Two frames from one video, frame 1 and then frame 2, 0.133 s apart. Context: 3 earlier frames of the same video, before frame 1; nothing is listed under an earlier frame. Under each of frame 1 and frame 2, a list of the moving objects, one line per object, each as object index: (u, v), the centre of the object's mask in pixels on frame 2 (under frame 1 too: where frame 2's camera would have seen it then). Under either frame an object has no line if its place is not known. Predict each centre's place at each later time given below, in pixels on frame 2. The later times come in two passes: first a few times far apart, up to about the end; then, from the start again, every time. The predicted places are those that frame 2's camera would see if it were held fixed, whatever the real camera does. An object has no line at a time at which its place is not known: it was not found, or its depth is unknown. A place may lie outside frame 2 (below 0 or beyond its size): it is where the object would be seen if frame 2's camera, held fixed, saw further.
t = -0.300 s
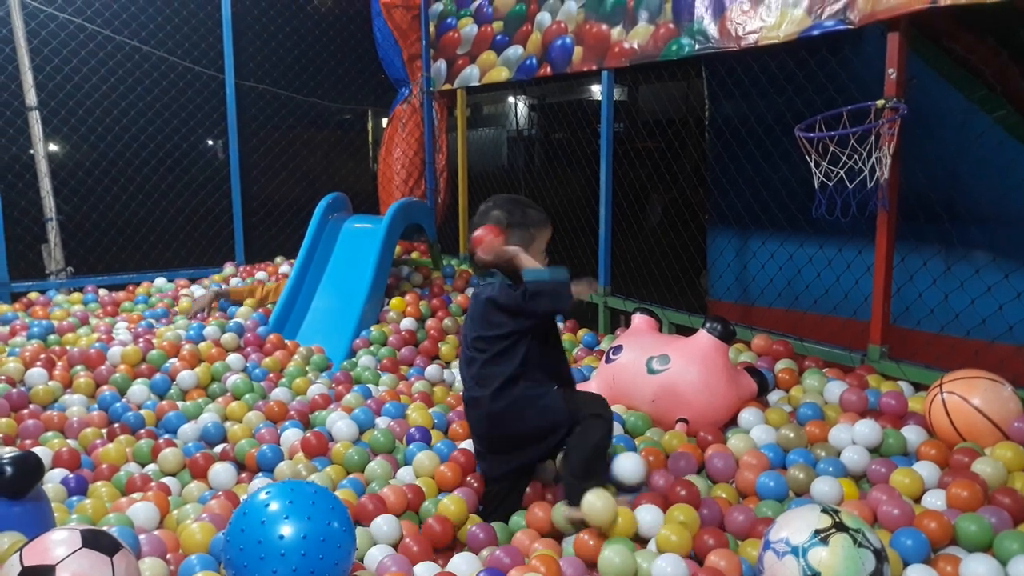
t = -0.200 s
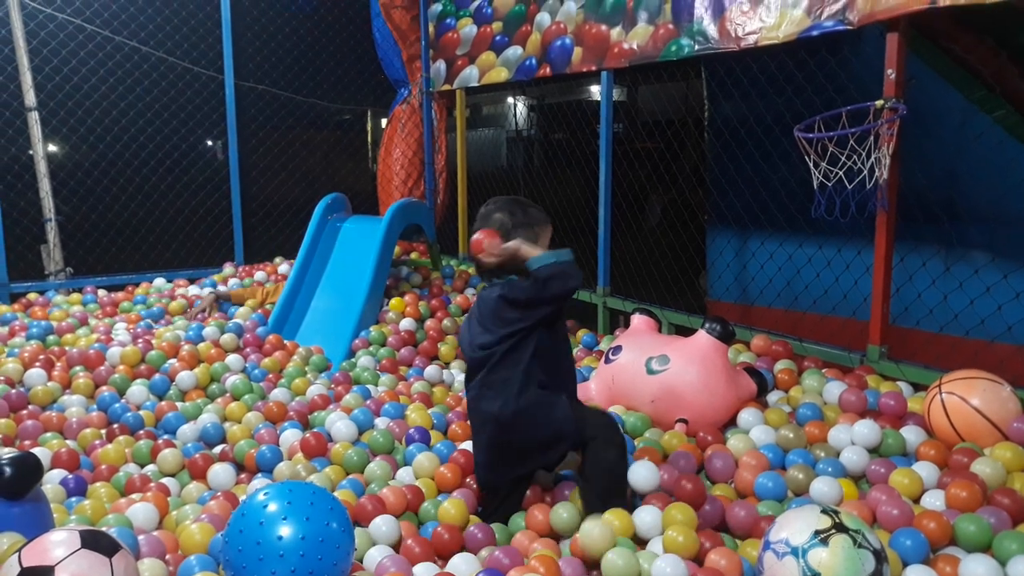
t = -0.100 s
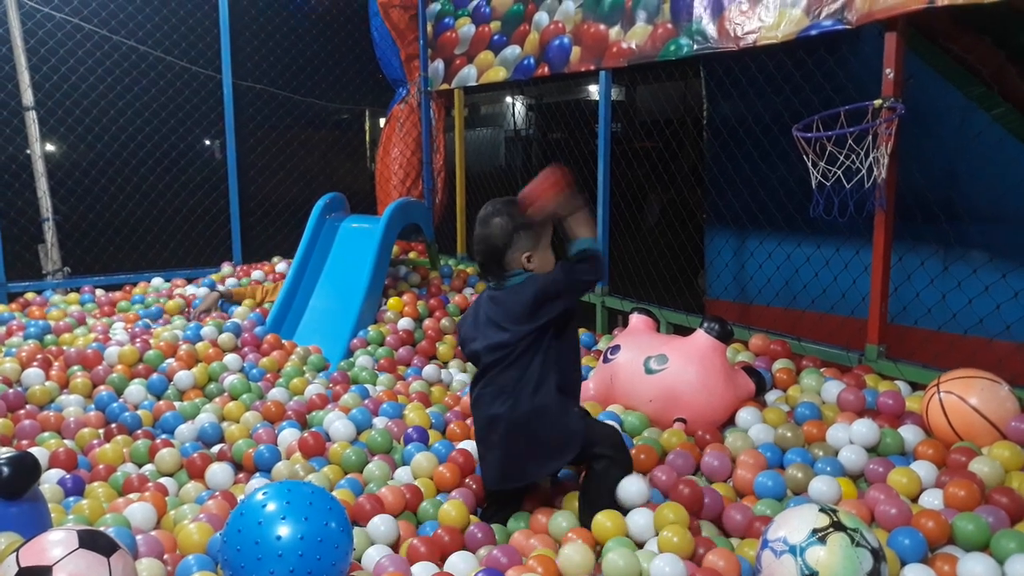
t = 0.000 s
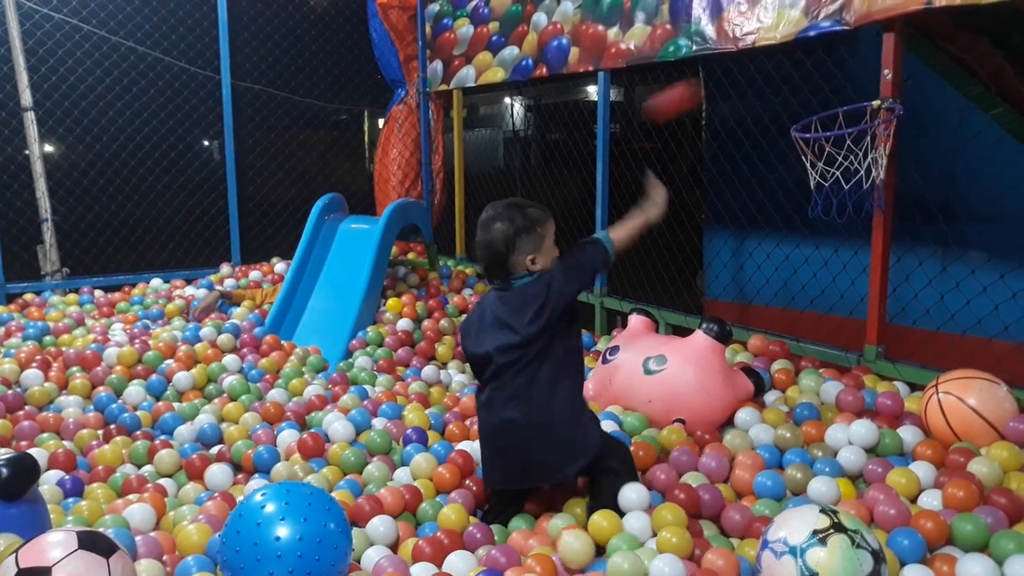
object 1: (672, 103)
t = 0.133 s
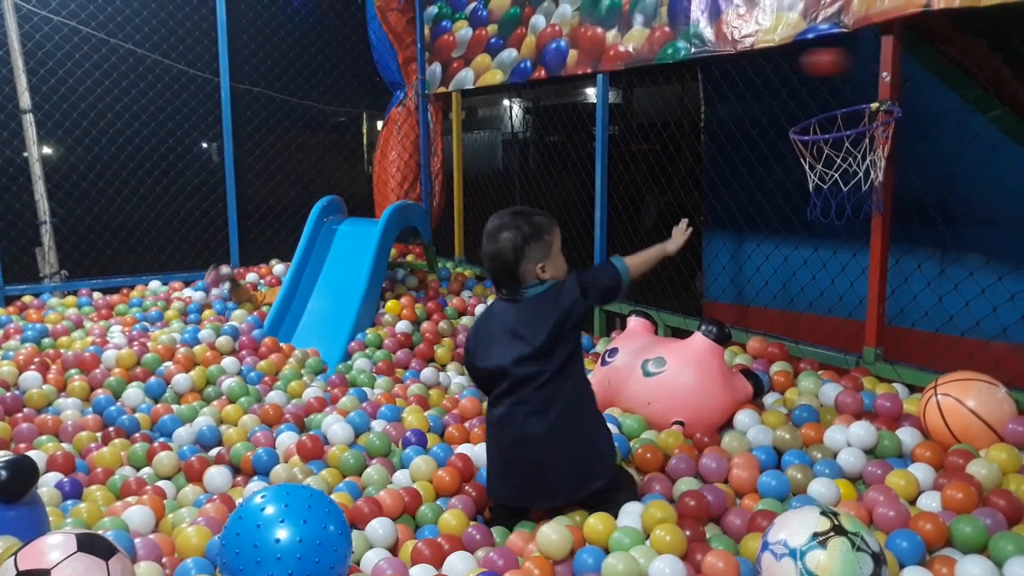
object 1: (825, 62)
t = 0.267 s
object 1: (942, 96)
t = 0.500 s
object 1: (929, 219)
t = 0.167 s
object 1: (856, 63)
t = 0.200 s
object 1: (888, 72)
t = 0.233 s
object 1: (916, 83)
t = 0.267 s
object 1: (942, 96)
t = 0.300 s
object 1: (947, 103)
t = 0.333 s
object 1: (945, 108)
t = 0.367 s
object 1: (943, 120)
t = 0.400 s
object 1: (939, 137)
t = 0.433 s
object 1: (936, 158)
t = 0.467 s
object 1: (932, 187)
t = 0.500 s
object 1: (929, 219)
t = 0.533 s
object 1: (926, 260)
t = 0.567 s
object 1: (922, 305)
